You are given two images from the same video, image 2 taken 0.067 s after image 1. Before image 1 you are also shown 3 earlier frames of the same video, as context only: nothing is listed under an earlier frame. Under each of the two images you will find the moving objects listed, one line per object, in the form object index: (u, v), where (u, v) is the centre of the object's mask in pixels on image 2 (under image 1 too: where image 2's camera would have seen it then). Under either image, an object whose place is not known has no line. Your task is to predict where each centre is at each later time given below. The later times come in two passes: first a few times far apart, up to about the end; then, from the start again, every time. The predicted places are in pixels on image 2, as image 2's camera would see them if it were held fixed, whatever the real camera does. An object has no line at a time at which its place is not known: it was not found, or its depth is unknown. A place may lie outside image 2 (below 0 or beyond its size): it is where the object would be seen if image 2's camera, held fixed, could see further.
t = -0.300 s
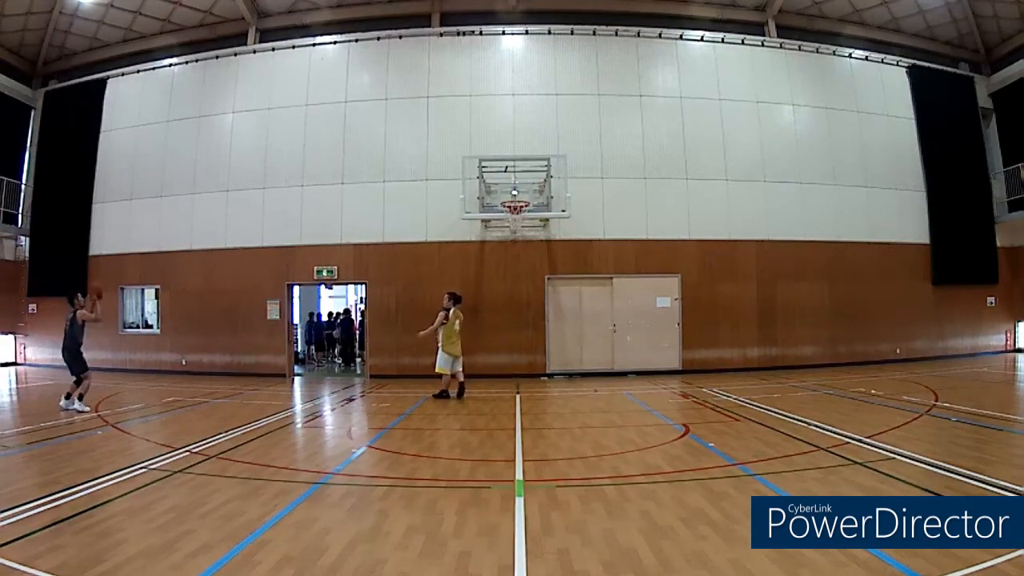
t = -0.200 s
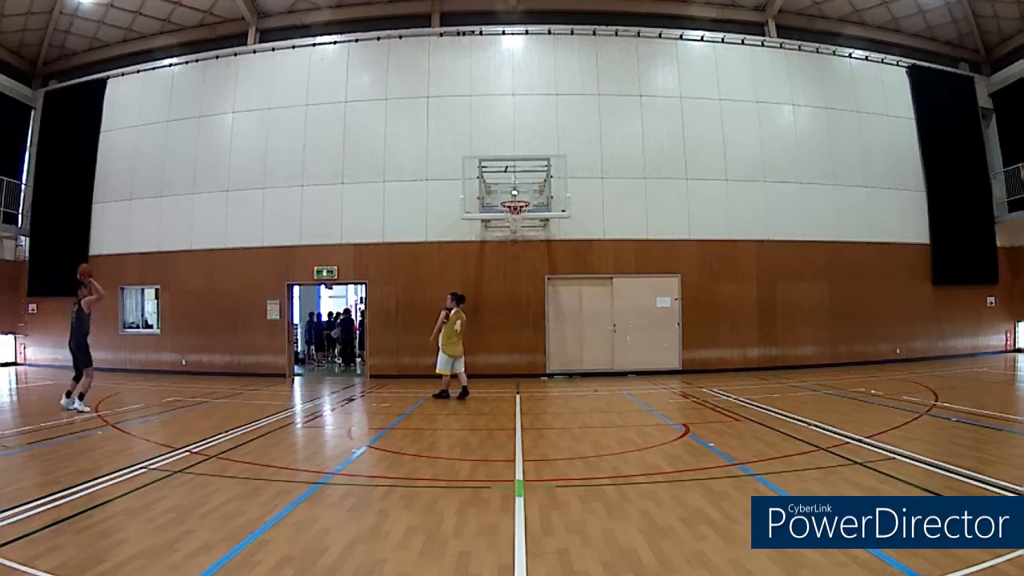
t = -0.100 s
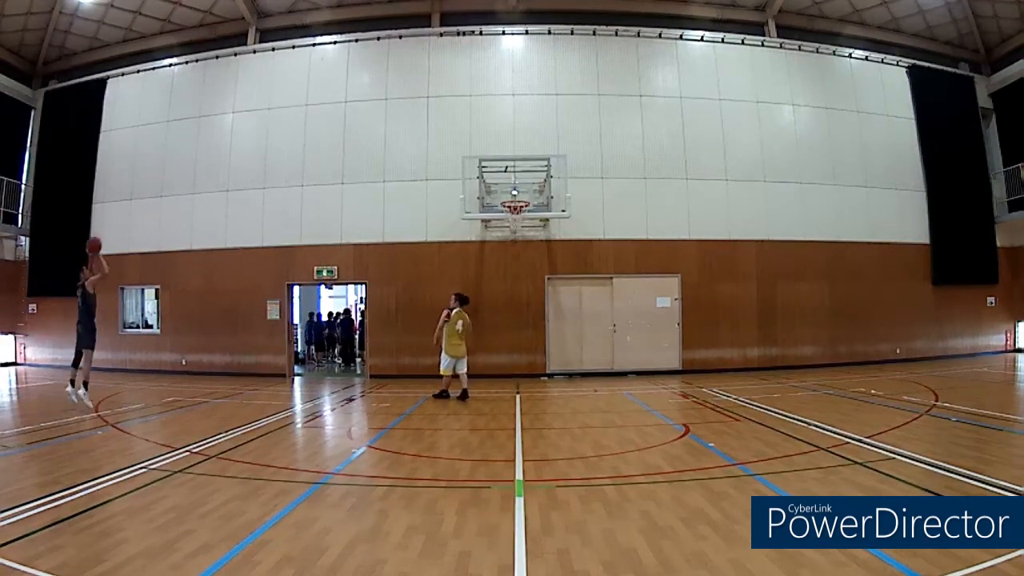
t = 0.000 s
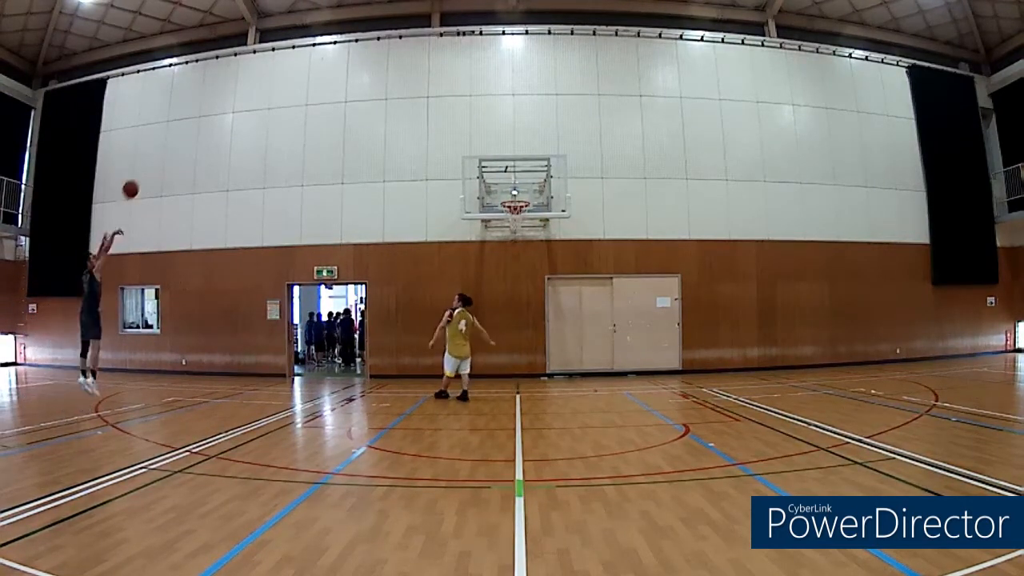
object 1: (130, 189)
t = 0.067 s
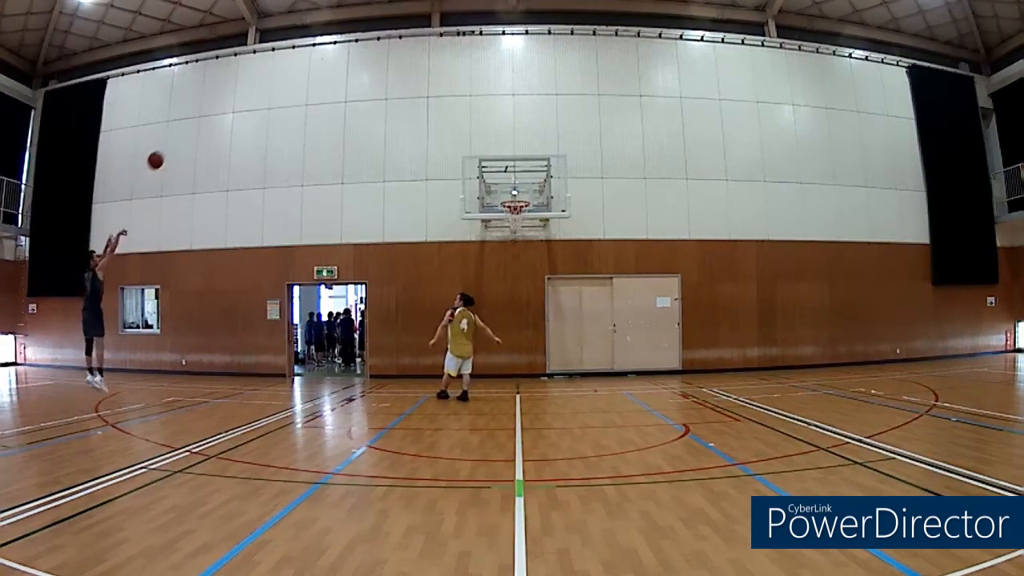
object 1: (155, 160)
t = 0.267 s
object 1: (227, 100)
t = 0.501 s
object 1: (299, 71)
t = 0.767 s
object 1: (376, 80)
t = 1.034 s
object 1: (450, 133)
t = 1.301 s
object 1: (515, 223)
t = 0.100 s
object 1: (167, 147)
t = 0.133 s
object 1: (179, 136)
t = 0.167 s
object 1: (192, 125)
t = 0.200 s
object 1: (204, 116)
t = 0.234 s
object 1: (216, 107)
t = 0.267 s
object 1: (227, 100)
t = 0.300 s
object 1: (239, 93)
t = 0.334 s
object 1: (250, 87)
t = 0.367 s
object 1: (261, 82)
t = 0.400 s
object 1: (272, 78)
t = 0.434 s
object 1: (278, 77)
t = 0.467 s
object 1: (288, 74)
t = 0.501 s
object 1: (299, 71)
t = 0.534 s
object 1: (309, 70)
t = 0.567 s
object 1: (319, 69)
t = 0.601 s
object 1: (329, 69)
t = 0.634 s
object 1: (338, 70)
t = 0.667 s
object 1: (348, 71)
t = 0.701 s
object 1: (357, 73)
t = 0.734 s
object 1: (367, 76)
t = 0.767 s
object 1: (376, 80)
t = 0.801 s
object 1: (389, 86)
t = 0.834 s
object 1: (398, 91)
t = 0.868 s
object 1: (407, 96)
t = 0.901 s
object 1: (416, 103)
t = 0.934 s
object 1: (425, 109)
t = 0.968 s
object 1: (433, 117)
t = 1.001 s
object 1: (442, 125)
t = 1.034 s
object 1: (450, 133)
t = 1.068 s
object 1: (458, 143)
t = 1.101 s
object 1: (467, 152)
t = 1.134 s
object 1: (475, 163)
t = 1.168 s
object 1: (483, 173)
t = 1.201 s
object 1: (491, 185)
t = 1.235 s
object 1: (499, 197)
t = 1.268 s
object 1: (507, 209)
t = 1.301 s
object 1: (515, 223)
